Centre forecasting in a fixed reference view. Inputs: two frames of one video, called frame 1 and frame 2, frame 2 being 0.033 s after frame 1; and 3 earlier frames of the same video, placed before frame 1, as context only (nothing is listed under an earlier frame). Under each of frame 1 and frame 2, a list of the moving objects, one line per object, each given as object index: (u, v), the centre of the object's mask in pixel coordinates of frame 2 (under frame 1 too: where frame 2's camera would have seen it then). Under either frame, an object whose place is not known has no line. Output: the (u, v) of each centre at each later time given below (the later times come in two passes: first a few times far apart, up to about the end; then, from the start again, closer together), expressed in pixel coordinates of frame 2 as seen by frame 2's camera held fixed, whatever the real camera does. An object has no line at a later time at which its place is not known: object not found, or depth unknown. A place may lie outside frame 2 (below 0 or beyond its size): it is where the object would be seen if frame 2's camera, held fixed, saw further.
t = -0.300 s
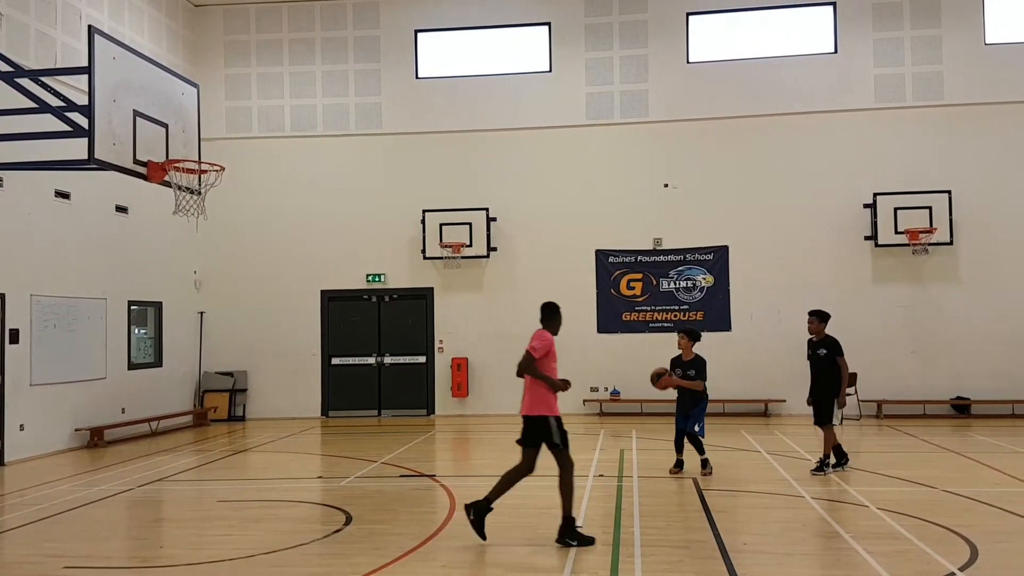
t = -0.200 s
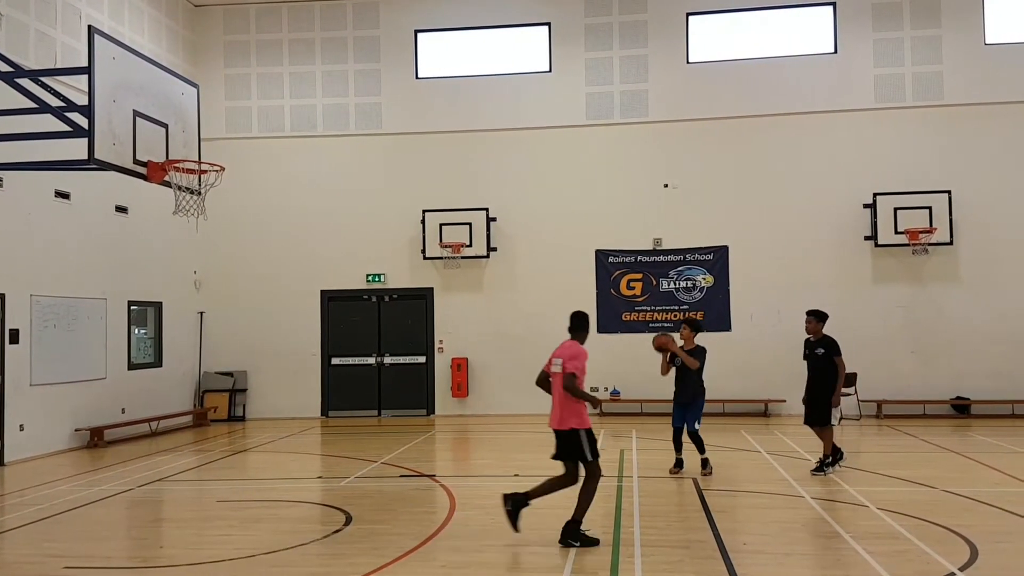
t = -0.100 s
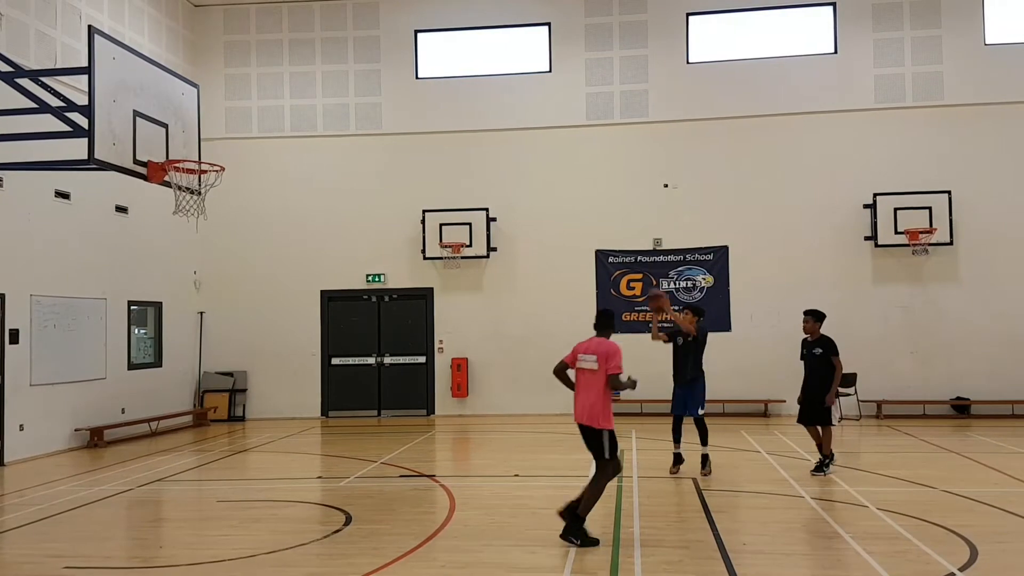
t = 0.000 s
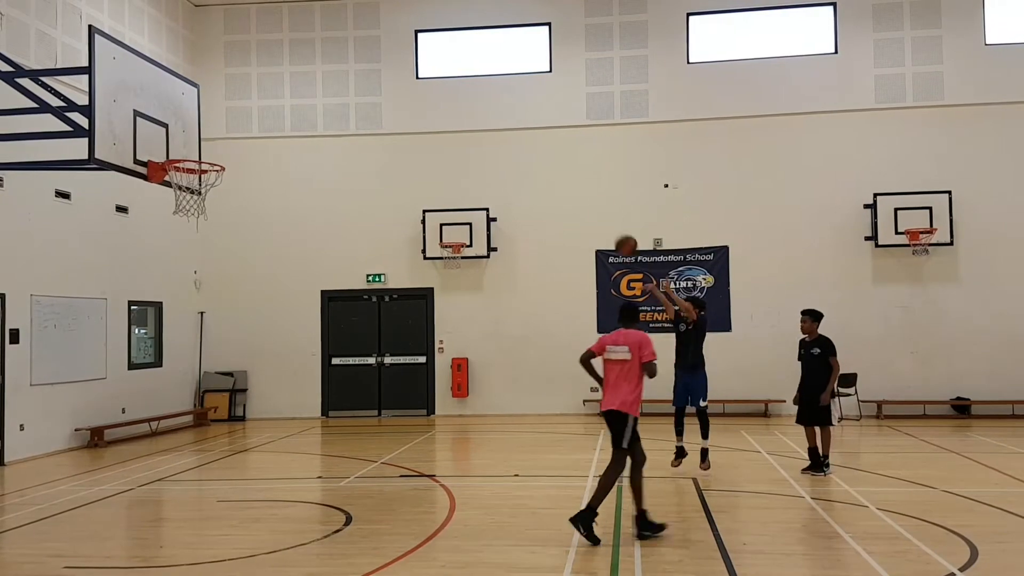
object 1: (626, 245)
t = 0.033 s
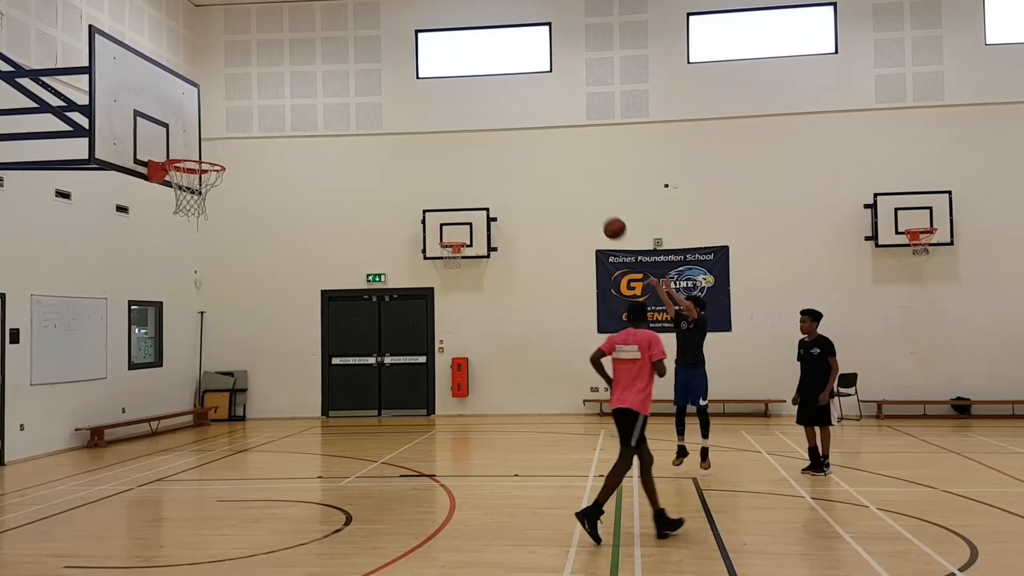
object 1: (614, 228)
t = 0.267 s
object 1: (530, 132)
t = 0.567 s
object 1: (413, 74)
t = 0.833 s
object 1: (298, 95)
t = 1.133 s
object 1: (161, 203)
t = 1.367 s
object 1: (96, 298)
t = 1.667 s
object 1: (7, 535)
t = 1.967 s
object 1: (21, 384)
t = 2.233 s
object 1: (39, 341)
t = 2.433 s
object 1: (52, 365)
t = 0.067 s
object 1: (603, 212)
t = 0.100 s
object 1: (591, 197)
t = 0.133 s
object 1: (579, 182)
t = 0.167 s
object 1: (567, 168)
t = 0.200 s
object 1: (555, 155)
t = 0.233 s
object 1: (543, 143)
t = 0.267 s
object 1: (530, 132)
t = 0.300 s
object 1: (518, 122)
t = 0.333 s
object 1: (505, 112)
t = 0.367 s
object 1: (493, 104)
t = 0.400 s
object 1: (480, 96)
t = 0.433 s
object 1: (468, 90)
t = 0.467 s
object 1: (454, 85)
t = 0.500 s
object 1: (441, 80)
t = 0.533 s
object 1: (427, 76)
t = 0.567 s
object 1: (413, 74)
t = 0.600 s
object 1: (400, 72)
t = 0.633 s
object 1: (386, 72)
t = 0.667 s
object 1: (371, 72)
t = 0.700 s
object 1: (357, 75)
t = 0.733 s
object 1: (343, 78)
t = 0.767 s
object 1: (328, 82)
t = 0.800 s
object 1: (312, 88)
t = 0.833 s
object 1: (298, 95)
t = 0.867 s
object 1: (282, 103)
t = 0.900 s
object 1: (266, 113)
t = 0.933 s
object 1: (250, 124)
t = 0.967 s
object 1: (234, 136)
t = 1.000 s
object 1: (217, 150)
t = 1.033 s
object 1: (200, 165)
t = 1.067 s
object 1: (184, 181)
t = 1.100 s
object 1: (169, 196)
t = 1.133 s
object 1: (161, 203)
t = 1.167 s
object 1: (152, 213)
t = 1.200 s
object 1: (142, 223)
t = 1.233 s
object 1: (133, 235)
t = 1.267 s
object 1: (125, 249)
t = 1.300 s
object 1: (115, 264)
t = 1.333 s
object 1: (106, 280)
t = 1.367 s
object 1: (96, 298)
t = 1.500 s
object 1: (57, 386)
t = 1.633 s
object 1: (13, 500)
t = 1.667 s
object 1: (7, 535)
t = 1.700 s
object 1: (7, 519)
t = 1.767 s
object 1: (9, 477)
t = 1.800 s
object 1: (10, 458)
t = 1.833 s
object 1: (12, 440)
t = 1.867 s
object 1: (15, 424)
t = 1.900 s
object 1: (17, 409)
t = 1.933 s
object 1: (19, 396)
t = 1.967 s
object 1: (21, 384)
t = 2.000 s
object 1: (23, 374)
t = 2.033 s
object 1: (26, 365)
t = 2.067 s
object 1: (28, 358)
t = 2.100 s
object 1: (30, 351)
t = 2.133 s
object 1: (32, 347)
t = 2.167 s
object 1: (34, 343)
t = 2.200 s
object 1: (36, 341)
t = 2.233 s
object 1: (39, 341)
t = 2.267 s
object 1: (41, 341)
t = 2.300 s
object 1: (43, 344)
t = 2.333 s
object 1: (46, 347)
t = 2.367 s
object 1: (48, 352)
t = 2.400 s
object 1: (50, 358)
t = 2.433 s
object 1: (52, 365)
